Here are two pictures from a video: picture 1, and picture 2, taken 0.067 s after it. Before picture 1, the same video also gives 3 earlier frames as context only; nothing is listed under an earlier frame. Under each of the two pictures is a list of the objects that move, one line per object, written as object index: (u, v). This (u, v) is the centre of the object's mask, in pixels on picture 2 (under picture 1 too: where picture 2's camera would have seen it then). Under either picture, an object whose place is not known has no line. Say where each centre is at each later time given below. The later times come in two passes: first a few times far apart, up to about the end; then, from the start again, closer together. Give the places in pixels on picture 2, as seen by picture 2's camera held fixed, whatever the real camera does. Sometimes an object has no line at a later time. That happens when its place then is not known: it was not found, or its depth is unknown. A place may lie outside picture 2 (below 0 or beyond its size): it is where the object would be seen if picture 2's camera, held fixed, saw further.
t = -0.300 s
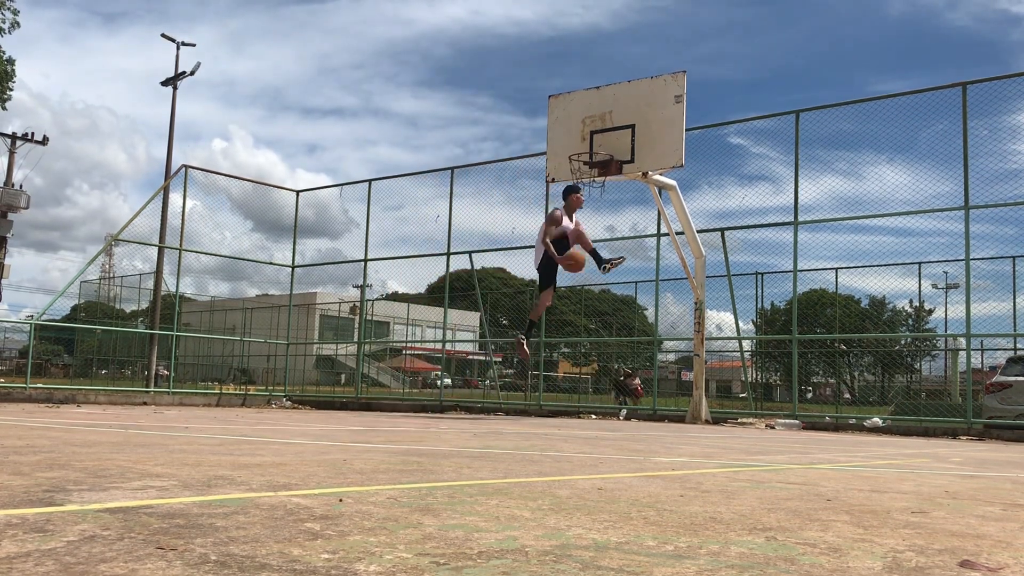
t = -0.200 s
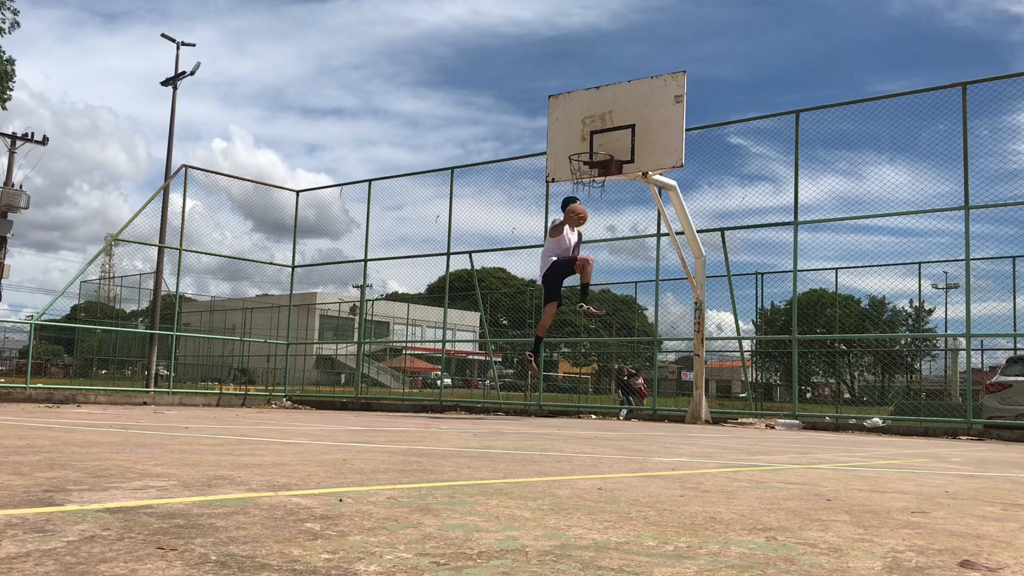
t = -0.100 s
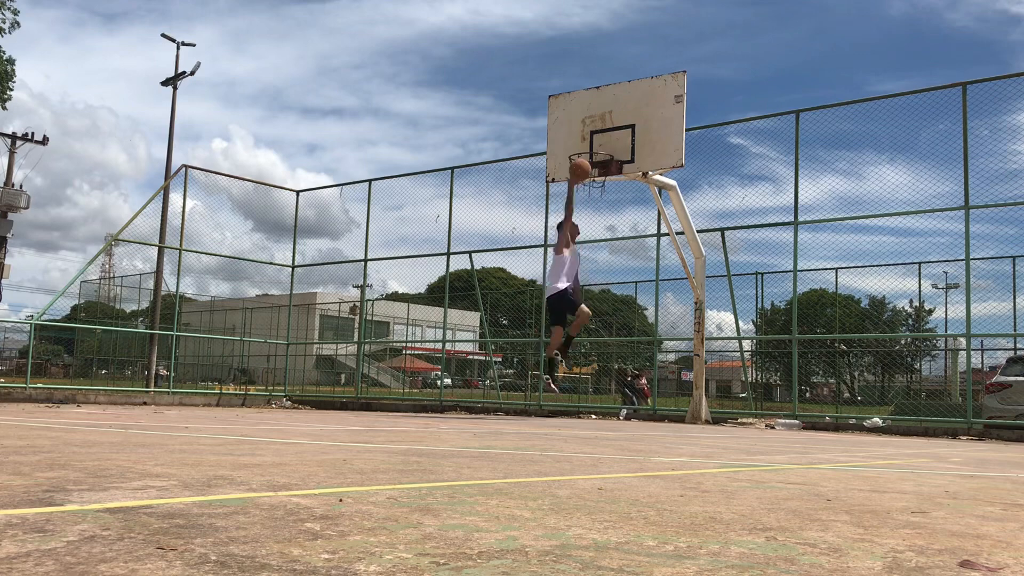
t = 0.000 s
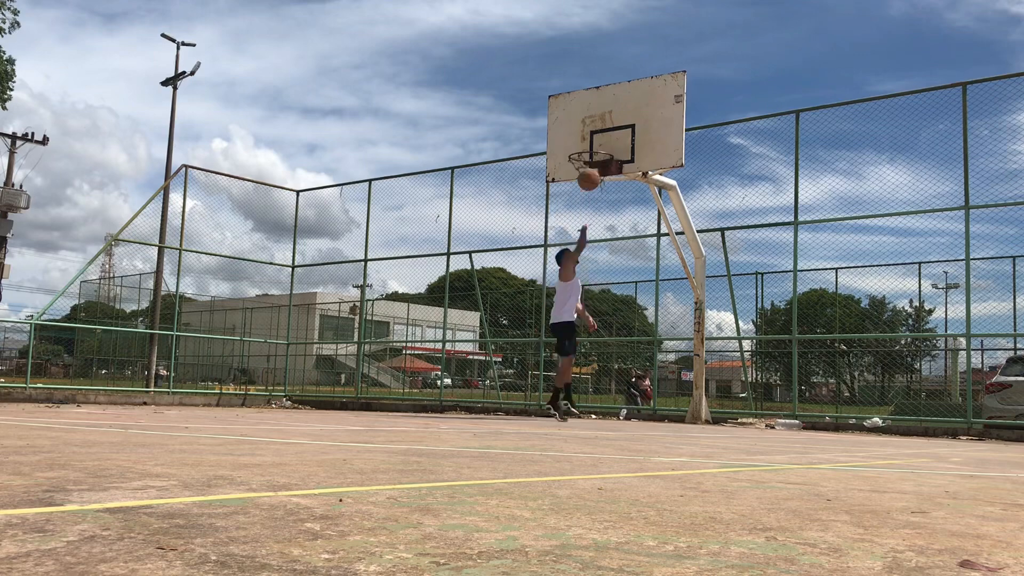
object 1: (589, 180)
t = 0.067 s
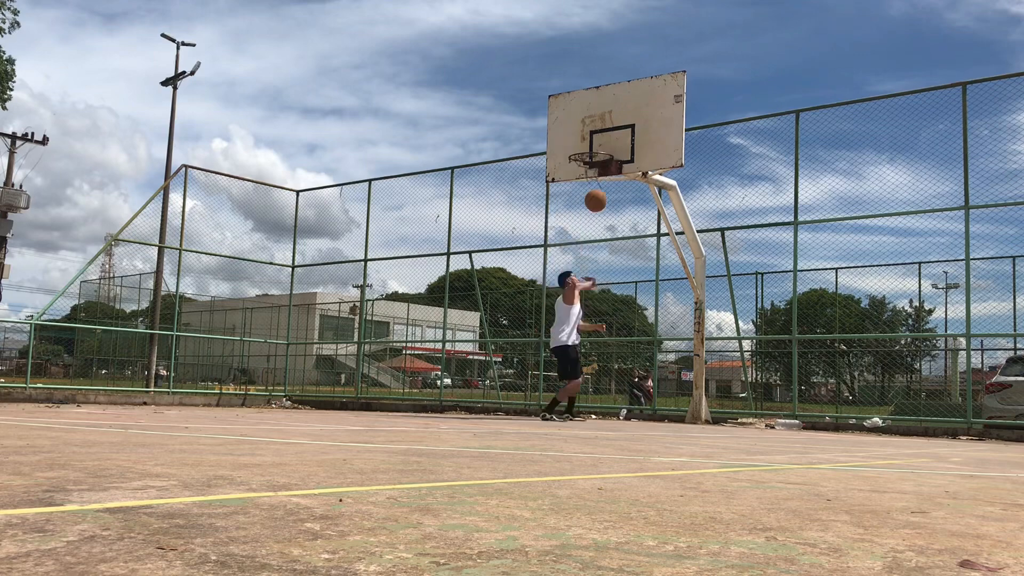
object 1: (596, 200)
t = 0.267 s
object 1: (617, 291)
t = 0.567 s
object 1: (647, 357)
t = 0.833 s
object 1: (666, 255)
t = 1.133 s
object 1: (690, 219)
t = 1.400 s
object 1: (710, 268)
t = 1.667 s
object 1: (733, 407)
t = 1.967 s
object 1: (762, 304)
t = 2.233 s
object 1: (788, 271)
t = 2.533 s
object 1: (820, 346)
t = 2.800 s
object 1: (851, 376)
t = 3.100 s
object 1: (891, 317)
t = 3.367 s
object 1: (929, 374)
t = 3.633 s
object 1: (975, 382)
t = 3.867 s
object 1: (1011, 356)
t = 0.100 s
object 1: (599, 213)
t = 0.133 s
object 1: (602, 226)
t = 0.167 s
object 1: (606, 240)
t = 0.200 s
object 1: (610, 256)
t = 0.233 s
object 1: (613, 273)
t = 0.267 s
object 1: (617, 291)
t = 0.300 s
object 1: (621, 309)
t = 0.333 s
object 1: (625, 330)
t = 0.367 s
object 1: (629, 351)
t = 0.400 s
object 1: (632, 374)
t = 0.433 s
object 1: (636, 398)
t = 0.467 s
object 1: (640, 412)
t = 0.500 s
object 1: (642, 392)
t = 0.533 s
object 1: (644, 375)
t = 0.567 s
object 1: (647, 357)
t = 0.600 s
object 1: (649, 341)
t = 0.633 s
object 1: (651, 326)
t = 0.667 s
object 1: (654, 312)
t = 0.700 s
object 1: (656, 298)
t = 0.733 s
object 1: (659, 286)
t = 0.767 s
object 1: (662, 274)
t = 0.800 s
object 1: (664, 264)
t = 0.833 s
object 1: (666, 255)
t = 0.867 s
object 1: (669, 247)
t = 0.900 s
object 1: (672, 239)
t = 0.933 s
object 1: (674, 233)
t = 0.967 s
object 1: (677, 228)
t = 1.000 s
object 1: (680, 224)
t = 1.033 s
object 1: (682, 222)
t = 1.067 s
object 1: (685, 219)
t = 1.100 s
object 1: (687, 219)
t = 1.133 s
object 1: (690, 219)
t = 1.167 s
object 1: (693, 221)
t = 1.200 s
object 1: (695, 224)
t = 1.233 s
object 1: (698, 228)
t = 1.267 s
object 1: (700, 234)
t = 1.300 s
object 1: (702, 240)
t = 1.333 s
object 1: (705, 248)
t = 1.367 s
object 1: (708, 258)
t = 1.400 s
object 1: (710, 268)
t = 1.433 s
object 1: (713, 280)
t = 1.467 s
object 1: (716, 293)
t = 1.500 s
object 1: (719, 308)
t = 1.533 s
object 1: (722, 325)
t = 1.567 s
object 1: (725, 343)
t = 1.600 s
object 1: (728, 363)
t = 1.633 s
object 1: (730, 385)
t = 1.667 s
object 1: (733, 407)
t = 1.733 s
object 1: (740, 400)
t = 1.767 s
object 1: (743, 383)
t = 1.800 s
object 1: (746, 367)
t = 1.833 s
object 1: (749, 352)
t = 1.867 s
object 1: (753, 338)
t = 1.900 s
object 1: (755, 325)
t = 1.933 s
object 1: (759, 314)
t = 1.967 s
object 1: (762, 304)
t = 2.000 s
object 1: (765, 295)
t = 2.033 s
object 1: (768, 288)
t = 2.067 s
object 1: (772, 282)
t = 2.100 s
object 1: (774, 277)
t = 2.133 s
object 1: (778, 274)
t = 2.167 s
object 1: (781, 271)
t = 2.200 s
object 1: (785, 271)
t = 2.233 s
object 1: (788, 271)
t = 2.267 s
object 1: (792, 274)
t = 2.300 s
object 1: (795, 277)
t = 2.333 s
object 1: (799, 282)
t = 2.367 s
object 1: (802, 289)
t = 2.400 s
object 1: (806, 297)
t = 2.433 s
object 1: (809, 307)
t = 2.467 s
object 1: (813, 318)
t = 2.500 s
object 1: (816, 331)
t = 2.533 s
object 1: (820, 346)
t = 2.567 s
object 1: (823, 361)
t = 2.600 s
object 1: (827, 380)
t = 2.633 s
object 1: (831, 399)
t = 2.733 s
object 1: (842, 405)
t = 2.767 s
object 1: (846, 390)
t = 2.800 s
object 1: (851, 376)
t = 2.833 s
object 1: (855, 363)
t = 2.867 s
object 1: (859, 352)
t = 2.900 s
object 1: (864, 342)
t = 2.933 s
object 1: (868, 334)
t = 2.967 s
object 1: (872, 327)
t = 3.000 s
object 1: (877, 322)
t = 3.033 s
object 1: (881, 318)
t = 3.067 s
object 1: (886, 316)
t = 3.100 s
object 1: (891, 317)
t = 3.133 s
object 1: (895, 318)
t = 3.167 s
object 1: (900, 320)
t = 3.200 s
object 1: (905, 325)
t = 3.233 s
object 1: (910, 331)
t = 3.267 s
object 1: (914, 339)
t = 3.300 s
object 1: (919, 349)
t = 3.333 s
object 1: (924, 360)
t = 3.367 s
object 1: (929, 374)
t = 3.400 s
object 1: (935, 389)
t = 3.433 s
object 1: (940, 405)
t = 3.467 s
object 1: (945, 425)
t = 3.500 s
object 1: (951, 434)
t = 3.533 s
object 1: (956, 418)
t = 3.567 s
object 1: (963, 404)
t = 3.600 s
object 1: (968, 392)
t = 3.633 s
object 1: (975, 382)
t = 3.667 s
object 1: (981, 373)
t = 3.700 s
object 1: (987, 366)
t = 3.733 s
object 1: (992, 360)
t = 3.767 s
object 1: (999, 357)
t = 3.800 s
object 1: (1004, 355)
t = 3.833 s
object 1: (1008, 354)
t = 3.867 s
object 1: (1011, 356)
